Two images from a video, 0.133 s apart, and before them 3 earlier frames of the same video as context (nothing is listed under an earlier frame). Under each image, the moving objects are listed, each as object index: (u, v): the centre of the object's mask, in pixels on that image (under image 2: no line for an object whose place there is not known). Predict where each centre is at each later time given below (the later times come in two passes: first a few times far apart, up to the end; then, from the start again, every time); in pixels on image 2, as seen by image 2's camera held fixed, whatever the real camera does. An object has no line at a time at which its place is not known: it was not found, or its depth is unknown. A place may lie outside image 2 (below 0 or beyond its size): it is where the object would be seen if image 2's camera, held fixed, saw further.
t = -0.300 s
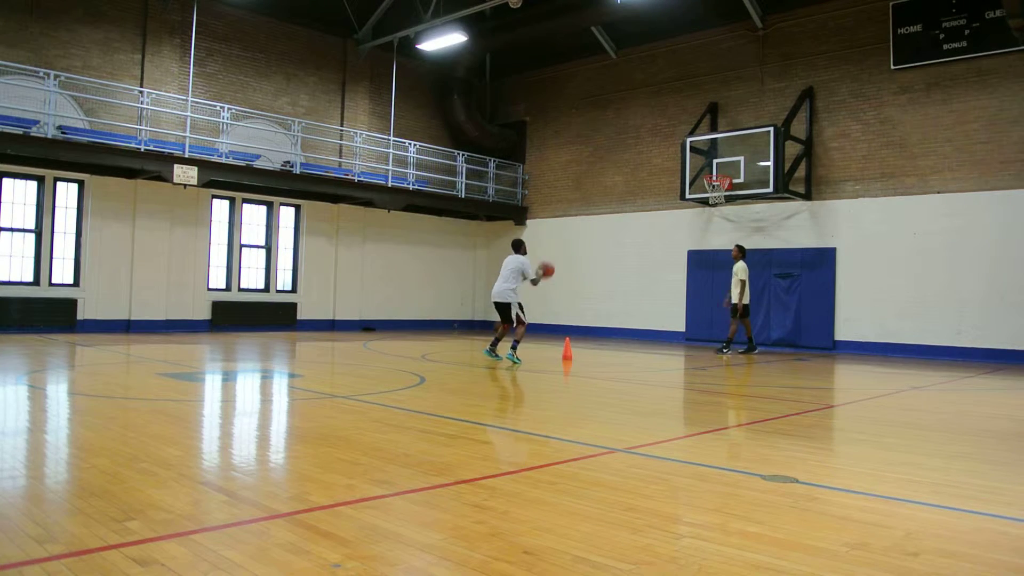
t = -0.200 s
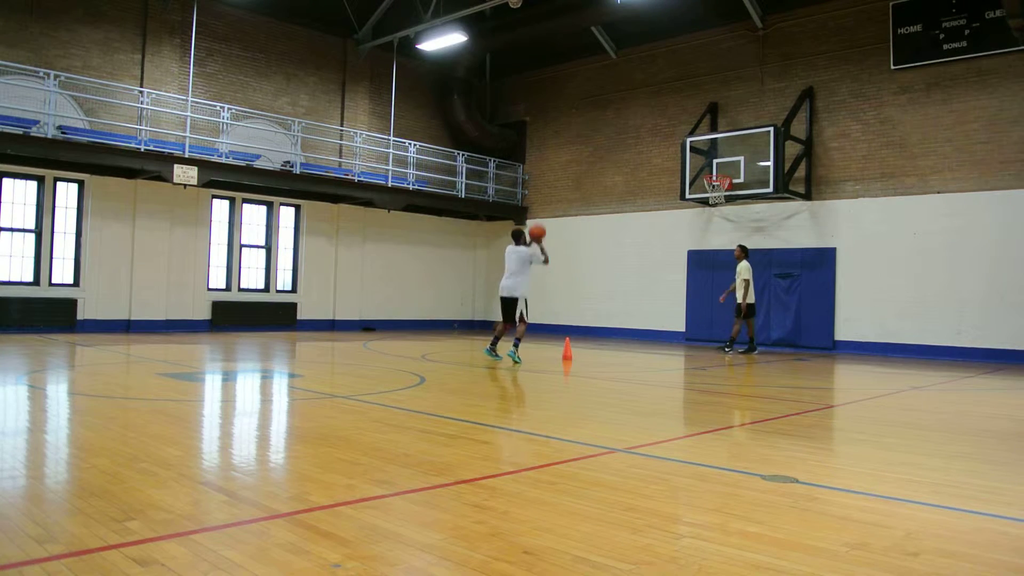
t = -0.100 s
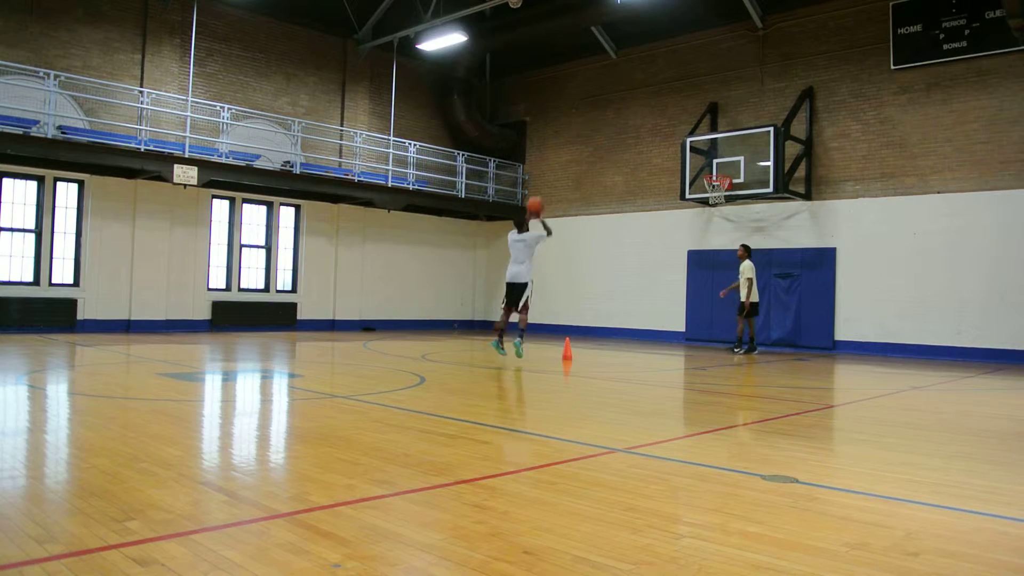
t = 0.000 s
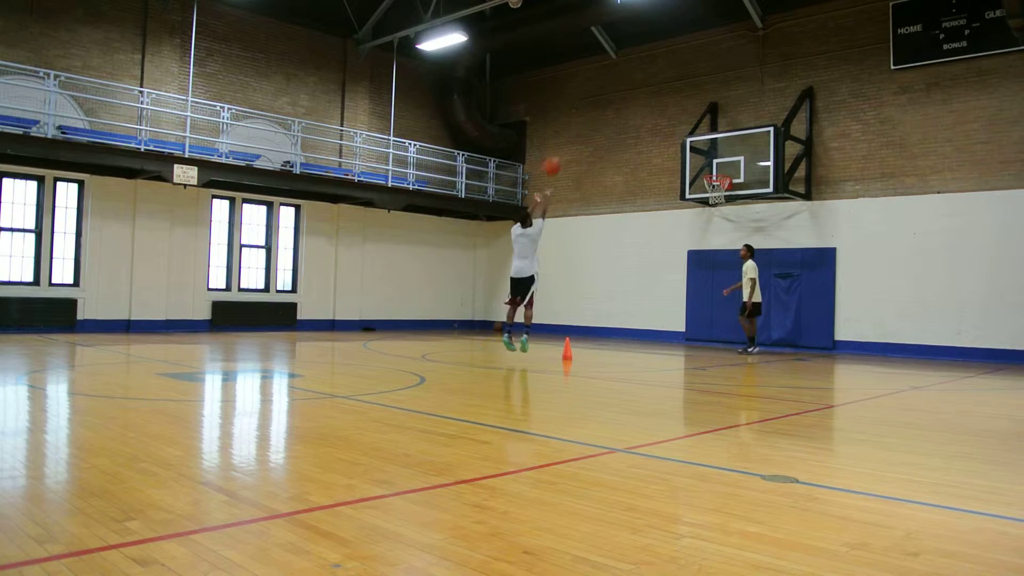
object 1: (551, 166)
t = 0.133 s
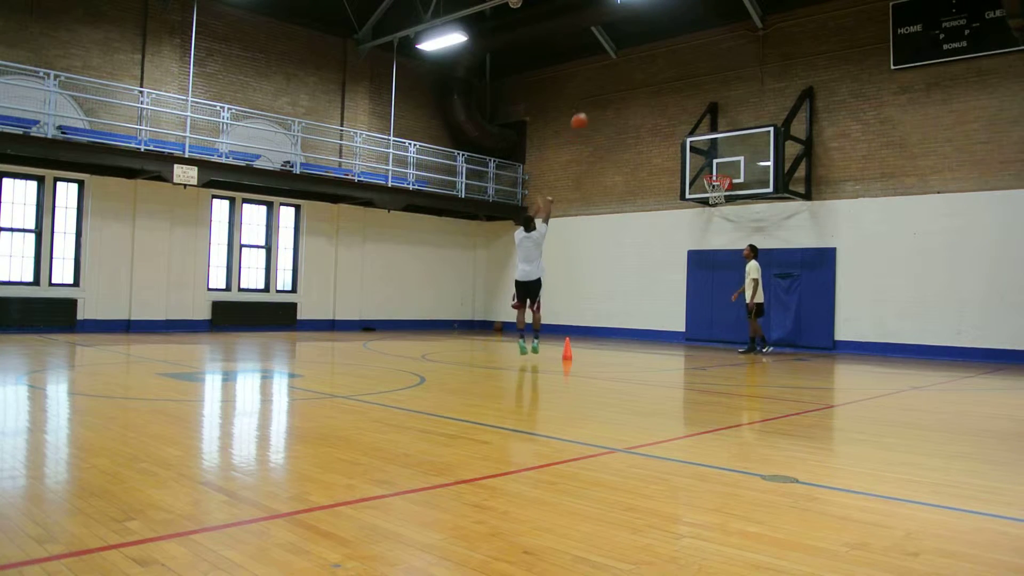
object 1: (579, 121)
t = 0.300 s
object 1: (611, 87)
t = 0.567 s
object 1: (654, 73)
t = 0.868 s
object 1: (696, 105)
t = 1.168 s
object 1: (735, 166)
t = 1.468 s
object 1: (793, 152)
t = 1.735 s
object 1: (846, 185)
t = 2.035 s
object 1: (905, 273)
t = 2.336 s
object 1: (959, 319)
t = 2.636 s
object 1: (1002, 258)
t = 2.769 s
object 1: (1019, 248)
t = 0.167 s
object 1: (585, 113)
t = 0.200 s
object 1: (592, 106)
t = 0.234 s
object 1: (598, 99)
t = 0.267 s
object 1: (605, 93)
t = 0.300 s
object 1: (611, 87)
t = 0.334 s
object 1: (617, 83)
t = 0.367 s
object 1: (622, 80)
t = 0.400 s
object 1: (628, 77)
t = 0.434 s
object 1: (634, 74)
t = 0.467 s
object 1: (639, 73)
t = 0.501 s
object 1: (644, 72)
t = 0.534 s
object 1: (649, 72)
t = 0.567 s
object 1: (654, 73)
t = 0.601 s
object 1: (659, 74)
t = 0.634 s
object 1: (664, 76)
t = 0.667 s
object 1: (669, 79)
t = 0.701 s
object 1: (673, 81)
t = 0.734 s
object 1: (678, 85)
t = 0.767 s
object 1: (683, 89)
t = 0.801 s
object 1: (687, 94)
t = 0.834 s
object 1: (692, 100)
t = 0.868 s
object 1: (696, 105)
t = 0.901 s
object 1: (700, 112)
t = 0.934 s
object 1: (705, 120)
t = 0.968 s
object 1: (709, 126)
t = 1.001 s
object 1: (713, 136)
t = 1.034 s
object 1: (717, 145)
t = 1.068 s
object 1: (721, 154)
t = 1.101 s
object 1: (725, 164)
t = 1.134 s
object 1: (727, 171)
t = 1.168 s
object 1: (735, 166)
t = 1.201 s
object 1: (742, 162)
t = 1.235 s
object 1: (748, 159)
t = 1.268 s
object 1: (754, 156)
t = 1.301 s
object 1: (761, 155)
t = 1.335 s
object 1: (767, 153)
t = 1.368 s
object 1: (774, 152)
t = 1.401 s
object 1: (780, 152)
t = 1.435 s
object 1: (786, 152)
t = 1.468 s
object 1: (793, 152)
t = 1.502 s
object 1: (800, 155)
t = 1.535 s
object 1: (805, 157)
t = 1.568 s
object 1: (811, 160)
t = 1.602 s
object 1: (819, 163)
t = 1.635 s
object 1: (826, 168)
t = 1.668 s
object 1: (832, 173)
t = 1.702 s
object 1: (839, 178)
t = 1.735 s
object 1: (846, 185)
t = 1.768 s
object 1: (852, 191)
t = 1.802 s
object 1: (859, 199)
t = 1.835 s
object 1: (866, 207)
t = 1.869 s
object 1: (872, 216)
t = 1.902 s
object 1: (879, 226)
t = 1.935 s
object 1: (885, 237)
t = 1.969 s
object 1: (892, 248)
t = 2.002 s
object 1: (899, 260)
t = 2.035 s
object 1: (905, 273)
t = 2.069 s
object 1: (912, 286)
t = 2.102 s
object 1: (919, 301)
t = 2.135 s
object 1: (925, 315)
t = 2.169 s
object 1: (932, 331)
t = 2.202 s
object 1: (938, 348)
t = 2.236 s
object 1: (944, 352)
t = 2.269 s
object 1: (949, 340)
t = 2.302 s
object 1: (954, 329)
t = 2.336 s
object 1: (959, 319)
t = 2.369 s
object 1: (963, 309)
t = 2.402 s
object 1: (968, 300)
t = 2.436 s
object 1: (973, 292)
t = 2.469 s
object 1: (978, 284)
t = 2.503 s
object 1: (983, 278)
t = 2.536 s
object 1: (988, 271)
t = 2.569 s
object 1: (992, 266)
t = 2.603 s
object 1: (997, 262)
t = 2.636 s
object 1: (1002, 258)
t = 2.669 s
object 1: (1007, 254)
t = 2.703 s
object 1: (1012, 252)
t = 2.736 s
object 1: (1016, 250)
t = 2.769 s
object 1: (1019, 248)
